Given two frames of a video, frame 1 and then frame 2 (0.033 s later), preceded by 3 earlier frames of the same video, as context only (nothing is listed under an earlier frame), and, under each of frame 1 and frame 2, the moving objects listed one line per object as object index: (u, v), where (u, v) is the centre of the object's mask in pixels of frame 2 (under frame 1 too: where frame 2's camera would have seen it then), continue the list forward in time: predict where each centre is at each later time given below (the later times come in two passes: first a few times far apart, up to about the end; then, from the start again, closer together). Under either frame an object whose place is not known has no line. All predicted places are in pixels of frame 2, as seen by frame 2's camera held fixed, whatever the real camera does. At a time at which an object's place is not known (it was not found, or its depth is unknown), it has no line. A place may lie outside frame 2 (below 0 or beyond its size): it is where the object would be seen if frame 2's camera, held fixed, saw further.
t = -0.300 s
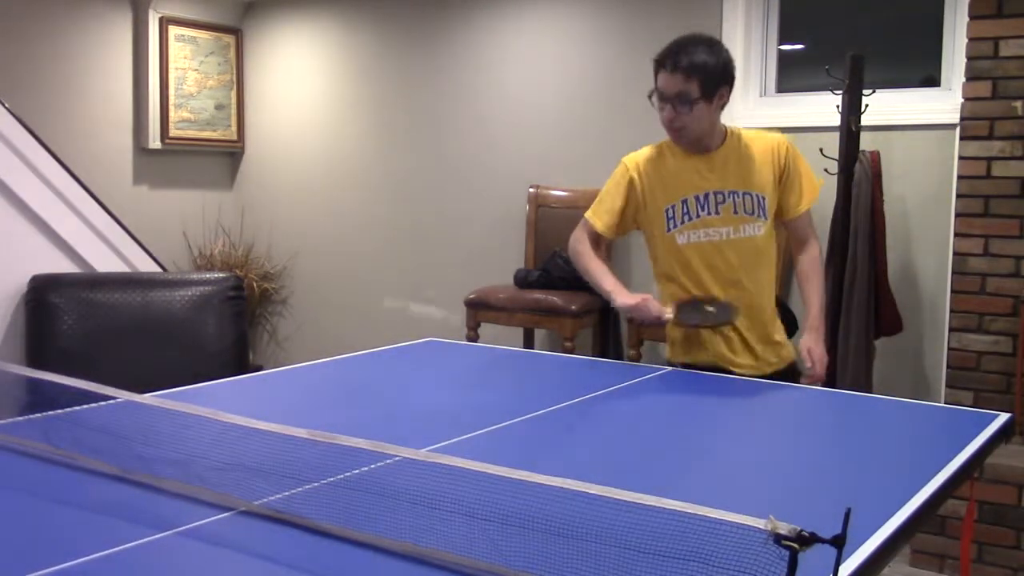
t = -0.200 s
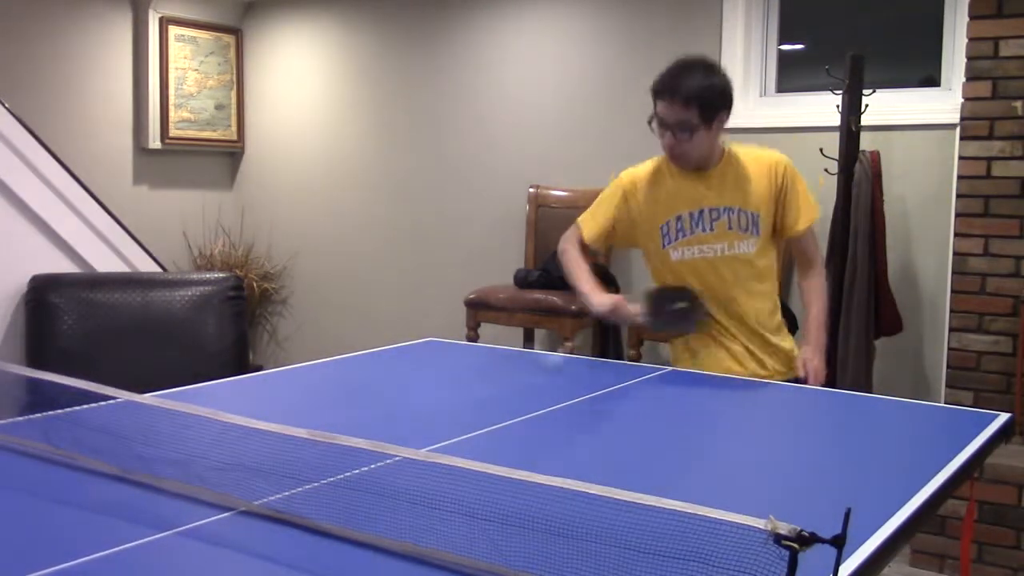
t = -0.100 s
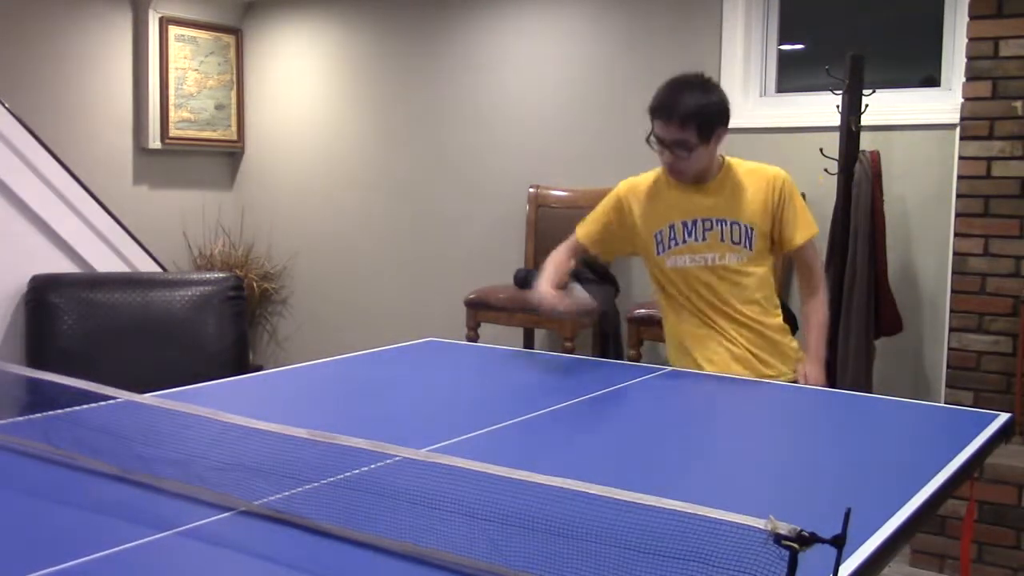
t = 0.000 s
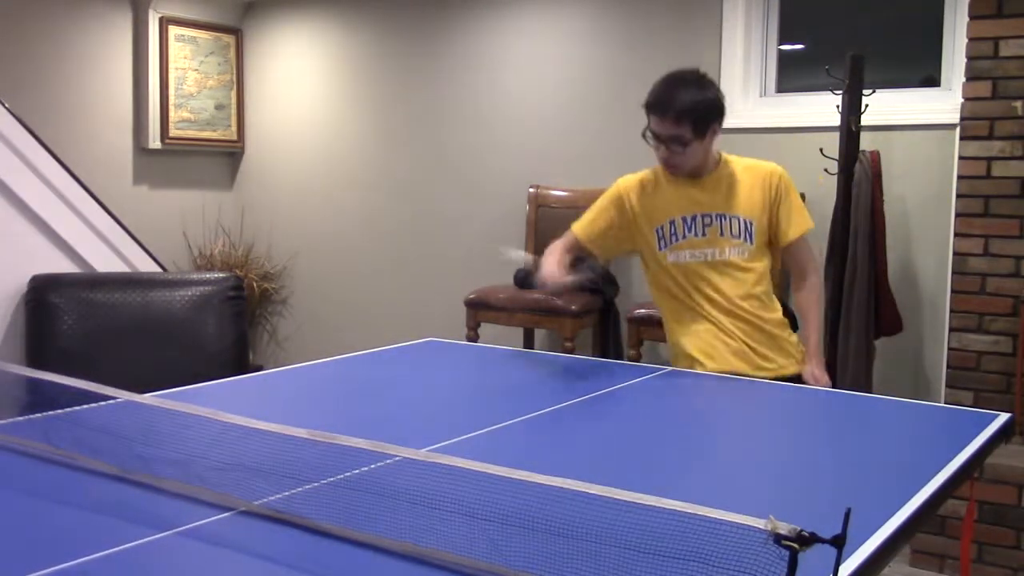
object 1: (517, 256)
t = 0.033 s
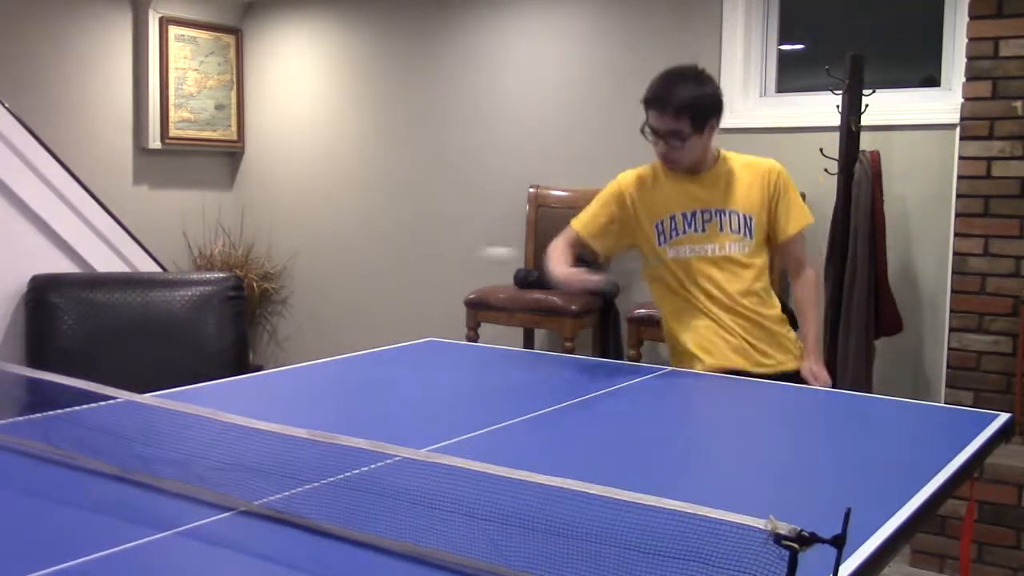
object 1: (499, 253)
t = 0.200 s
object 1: (366, 331)
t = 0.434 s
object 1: (321, 467)
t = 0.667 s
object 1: (394, 464)
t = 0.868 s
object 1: (448, 451)
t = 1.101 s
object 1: (503, 459)
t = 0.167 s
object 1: (393, 303)
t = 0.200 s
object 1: (366, 331)
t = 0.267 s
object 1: (303, 425)
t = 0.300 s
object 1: (298, 464)
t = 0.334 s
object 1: (306, 500)
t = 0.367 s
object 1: (308, 491)
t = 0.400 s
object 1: (310, 474)
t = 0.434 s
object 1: (321, 467)
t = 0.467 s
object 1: (333, 470)
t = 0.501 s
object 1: (344, 475)
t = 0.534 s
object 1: (354, 492)
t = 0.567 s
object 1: (364, 485)
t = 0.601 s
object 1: (374, 470)
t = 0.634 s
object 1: (383, 462)
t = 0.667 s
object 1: (394, 464)
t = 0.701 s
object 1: (404, 466)
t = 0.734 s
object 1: (413, 478)
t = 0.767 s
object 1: (421, 478)
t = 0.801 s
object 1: (431, 460)
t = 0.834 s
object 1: (441, 450)
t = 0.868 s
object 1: (448, 451)
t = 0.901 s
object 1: (457, 455)
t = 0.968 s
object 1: (474, 455)
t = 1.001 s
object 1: (482, 451)
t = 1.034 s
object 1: (488, 450)
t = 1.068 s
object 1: (496, 454)
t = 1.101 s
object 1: (503, 459)
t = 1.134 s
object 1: (511, 453)
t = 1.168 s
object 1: (518, 447)
